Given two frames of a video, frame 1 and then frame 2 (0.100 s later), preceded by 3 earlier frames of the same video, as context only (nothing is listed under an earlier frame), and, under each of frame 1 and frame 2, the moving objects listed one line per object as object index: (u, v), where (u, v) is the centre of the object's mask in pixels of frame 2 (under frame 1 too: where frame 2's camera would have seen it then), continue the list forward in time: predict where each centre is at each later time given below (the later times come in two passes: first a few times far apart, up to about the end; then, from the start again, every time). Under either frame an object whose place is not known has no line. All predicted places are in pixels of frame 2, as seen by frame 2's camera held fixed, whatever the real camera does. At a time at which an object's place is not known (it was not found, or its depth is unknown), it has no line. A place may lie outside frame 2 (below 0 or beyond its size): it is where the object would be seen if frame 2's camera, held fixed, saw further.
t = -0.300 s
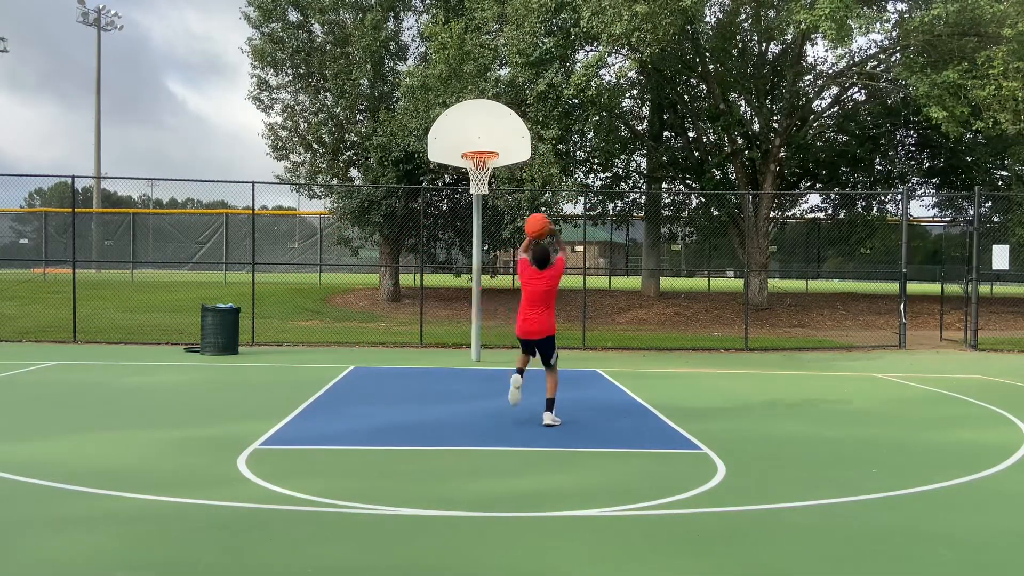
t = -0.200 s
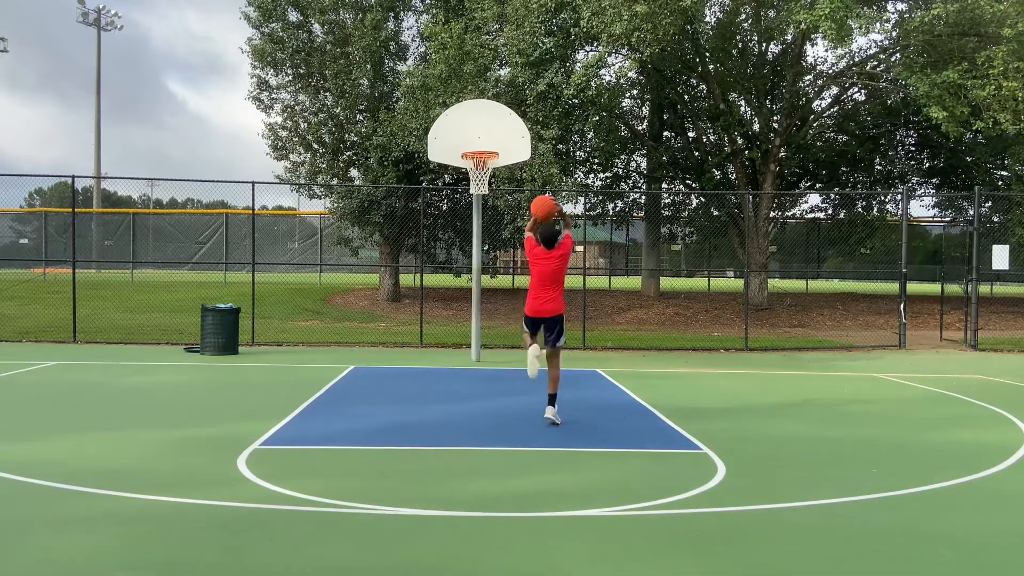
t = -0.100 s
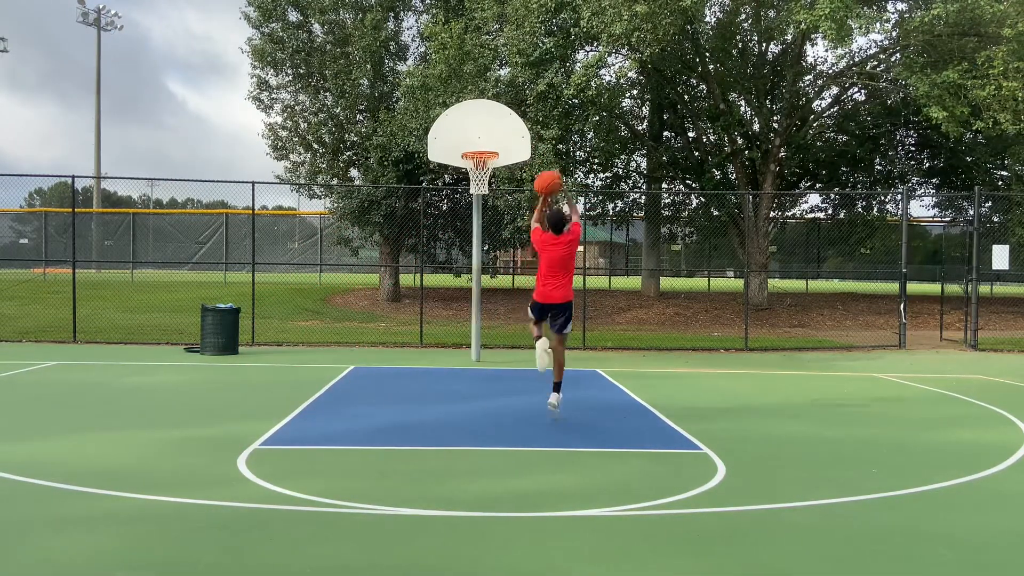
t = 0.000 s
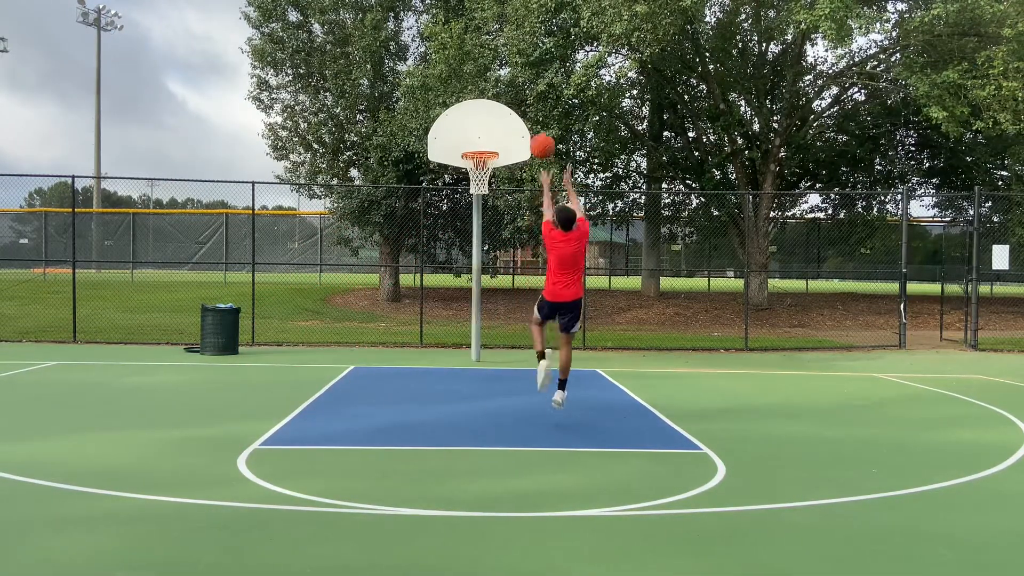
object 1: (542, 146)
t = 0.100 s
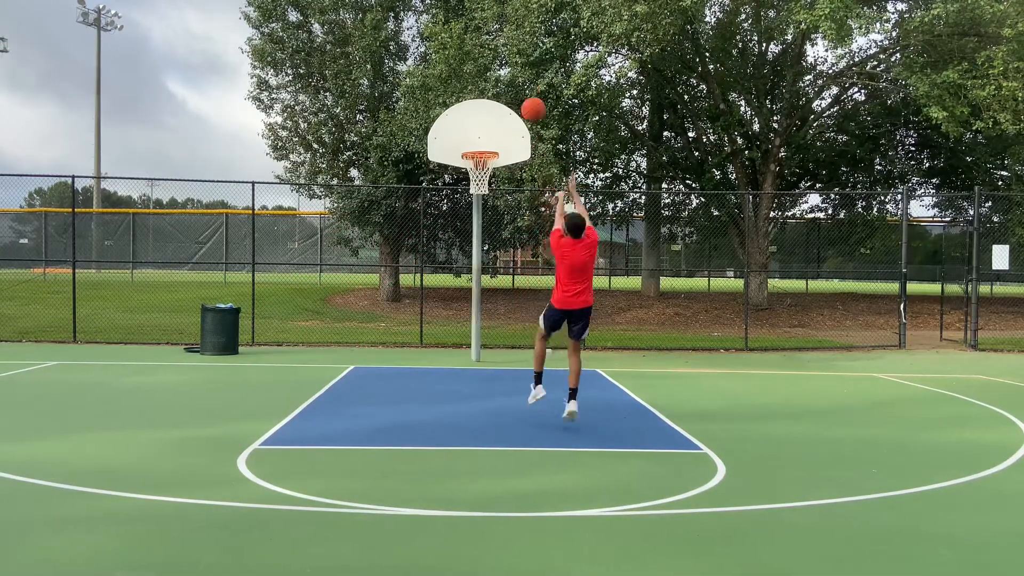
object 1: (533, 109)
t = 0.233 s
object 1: (522, 80)
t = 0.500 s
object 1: (505, 74)
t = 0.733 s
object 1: (487, 118)
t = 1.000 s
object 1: (476, 177)
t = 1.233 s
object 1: (474, 190)
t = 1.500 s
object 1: (480, 245)
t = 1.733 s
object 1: (481, 340)
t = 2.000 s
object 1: (486, 309)
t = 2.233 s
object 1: (489, 269)
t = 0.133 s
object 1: (530, 100)
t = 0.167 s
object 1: (528, 94)
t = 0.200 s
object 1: (525, 86)
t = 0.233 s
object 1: (522, 80)
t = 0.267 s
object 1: (520, 76)
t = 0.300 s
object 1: (518, 73)
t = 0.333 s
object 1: (515, 71)
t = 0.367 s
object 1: (513, 70)
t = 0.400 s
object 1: (511, 70)
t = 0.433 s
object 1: (507, 71)
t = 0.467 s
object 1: (506, 73)
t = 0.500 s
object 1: (505, 74)
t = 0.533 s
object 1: (504, 75)
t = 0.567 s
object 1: (502, 78)
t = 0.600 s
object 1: (495, 87)
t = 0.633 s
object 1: (494, 95)
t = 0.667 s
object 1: (491, 101)
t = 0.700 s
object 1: (489, 109)
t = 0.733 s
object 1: (487, 118)
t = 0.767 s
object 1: (484, 127)
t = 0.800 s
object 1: (482, 136)
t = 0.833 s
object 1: (480, 145)
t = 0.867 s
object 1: (479, 150)
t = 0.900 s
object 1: (477, 166)
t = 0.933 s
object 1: (476, 166)
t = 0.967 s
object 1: (476, 178)
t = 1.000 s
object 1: (476, 177)
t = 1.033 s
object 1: (475, 177)
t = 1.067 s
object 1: (474, 177)
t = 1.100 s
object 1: (474, 177)
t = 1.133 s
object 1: (474, 179)
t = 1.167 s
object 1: (473, 181)
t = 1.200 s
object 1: (472, 184)
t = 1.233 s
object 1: (474, 190)
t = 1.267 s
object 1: (476, 192)
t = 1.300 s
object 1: (479, 196)
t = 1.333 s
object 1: (479, 200)
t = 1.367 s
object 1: (480, 208)
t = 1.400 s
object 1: (481, 216)
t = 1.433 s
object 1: (480, 225)
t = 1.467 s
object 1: (480, 234)
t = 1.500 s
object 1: (480, 245)
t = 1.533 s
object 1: (480, 256)
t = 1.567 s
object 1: (480, 268)
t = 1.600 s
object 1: (481, 281)
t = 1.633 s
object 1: (481, 294)
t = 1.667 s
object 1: (481, 309)
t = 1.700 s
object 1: (481, 324)
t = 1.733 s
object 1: (481, 340)
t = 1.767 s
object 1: (481, 357)
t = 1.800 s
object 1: (481, 373)
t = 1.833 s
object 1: (482, 362)
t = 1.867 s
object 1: (482, 350)
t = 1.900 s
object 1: (483, 338)
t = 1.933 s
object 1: (484, 328)
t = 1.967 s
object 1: (485, 318)
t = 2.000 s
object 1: (486, 309)
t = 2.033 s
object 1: (486, 300)
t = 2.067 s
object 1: (486, 294)
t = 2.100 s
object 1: (487, 287)
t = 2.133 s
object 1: (487, 282)
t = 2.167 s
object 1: (488, 276)
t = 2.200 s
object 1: (488, 272)
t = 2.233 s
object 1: (489, 269)
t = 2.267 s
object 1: (489, 267)
